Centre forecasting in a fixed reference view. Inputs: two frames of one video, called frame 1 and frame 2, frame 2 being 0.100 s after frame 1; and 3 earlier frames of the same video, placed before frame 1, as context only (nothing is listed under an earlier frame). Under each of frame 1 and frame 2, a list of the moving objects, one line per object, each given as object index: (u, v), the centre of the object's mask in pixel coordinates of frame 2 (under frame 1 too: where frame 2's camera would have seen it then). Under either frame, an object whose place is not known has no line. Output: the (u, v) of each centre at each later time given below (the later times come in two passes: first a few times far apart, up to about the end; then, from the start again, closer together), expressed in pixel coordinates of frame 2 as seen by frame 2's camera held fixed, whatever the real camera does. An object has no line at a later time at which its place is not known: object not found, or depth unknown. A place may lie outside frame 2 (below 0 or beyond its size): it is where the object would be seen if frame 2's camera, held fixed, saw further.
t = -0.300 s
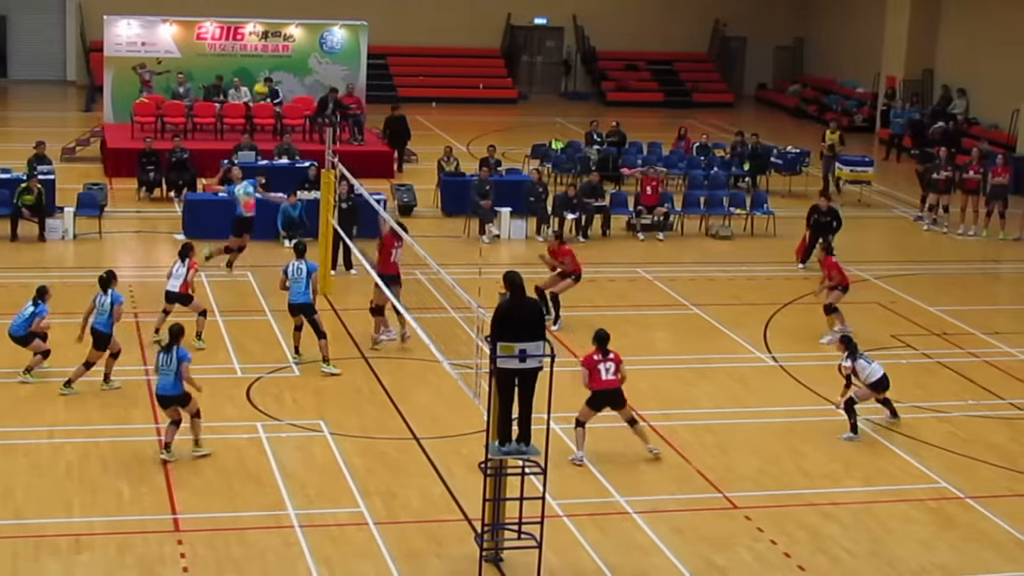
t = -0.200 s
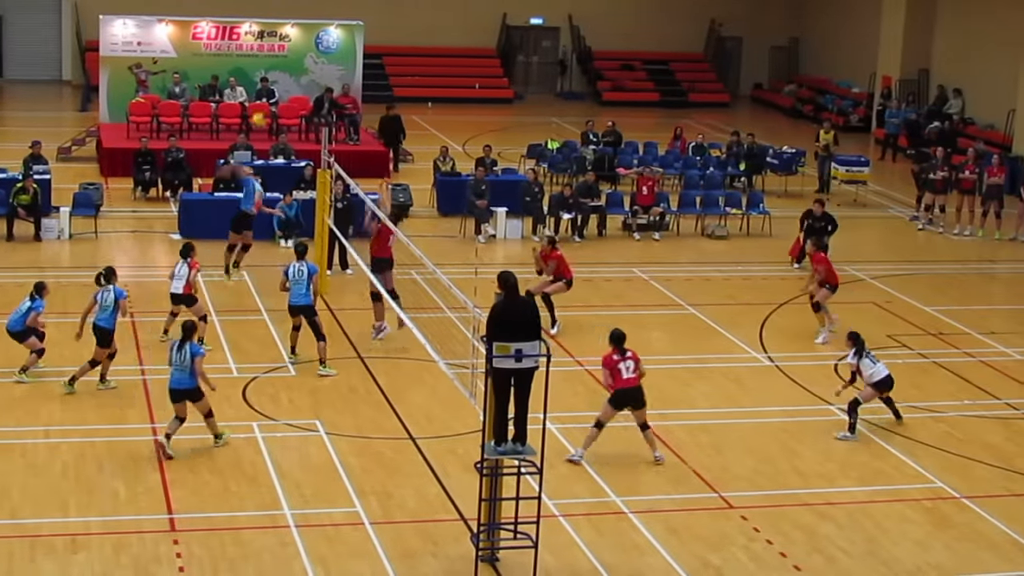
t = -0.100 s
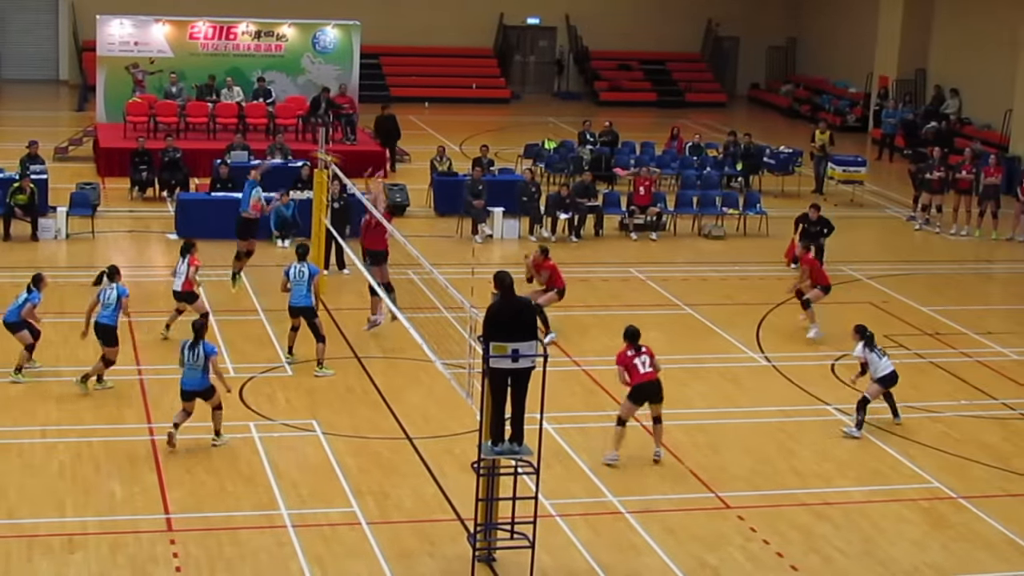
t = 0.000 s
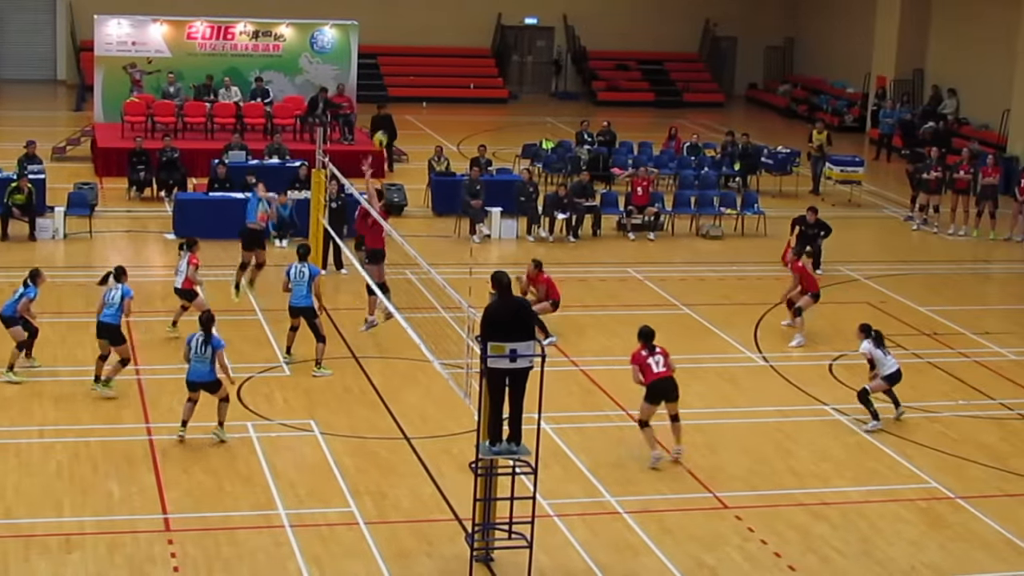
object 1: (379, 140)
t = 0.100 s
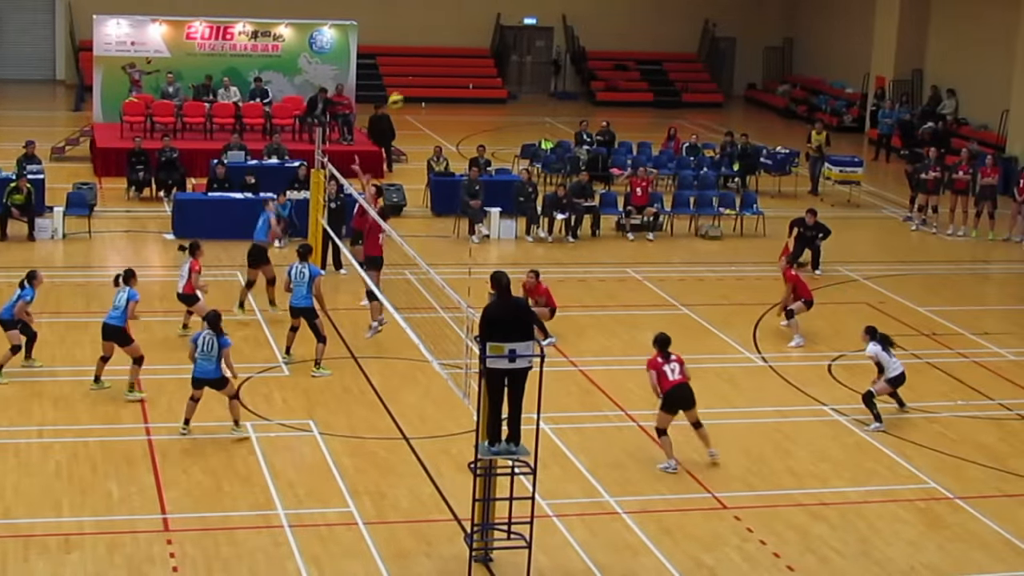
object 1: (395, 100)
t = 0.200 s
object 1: (413, 69)
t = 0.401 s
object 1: (452, 27)
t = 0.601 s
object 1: (494, 20)
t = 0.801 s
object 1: (537, 49)
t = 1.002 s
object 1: (577, 114)
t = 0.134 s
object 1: (401, 90)
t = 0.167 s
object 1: (407, 79)
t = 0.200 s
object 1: (413, 69)
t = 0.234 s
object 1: (420, 60)
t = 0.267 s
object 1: (426, 52)
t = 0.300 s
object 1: (433, 45)
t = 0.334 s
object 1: (439, 38)
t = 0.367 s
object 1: (446, 32)
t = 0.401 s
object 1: (452, 27)
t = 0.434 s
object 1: (459, 23)
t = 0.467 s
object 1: (466, 21)
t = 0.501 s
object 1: (473, 19)
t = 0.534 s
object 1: (480, 18)
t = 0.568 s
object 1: (488, 18)
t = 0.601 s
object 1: (494, 20)
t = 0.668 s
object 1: (508, 25)
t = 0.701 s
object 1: (516, 29)
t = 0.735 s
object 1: (522, 34)
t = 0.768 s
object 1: (530, 41)
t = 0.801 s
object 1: (537, 49)
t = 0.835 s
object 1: (544, 57)
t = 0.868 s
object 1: (551, 66)
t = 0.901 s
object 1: (557, 78)
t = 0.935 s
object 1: (565, 89)
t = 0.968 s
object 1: (571, 102)
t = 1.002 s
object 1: (577, 114)
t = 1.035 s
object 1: (584, 134)
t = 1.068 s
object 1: (590, 150)
